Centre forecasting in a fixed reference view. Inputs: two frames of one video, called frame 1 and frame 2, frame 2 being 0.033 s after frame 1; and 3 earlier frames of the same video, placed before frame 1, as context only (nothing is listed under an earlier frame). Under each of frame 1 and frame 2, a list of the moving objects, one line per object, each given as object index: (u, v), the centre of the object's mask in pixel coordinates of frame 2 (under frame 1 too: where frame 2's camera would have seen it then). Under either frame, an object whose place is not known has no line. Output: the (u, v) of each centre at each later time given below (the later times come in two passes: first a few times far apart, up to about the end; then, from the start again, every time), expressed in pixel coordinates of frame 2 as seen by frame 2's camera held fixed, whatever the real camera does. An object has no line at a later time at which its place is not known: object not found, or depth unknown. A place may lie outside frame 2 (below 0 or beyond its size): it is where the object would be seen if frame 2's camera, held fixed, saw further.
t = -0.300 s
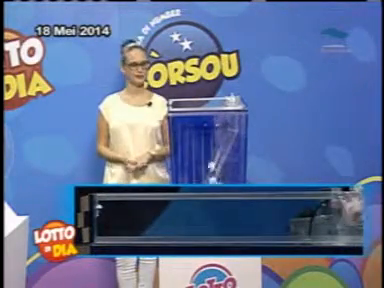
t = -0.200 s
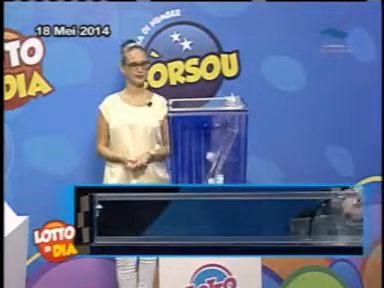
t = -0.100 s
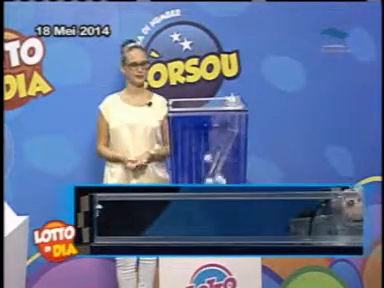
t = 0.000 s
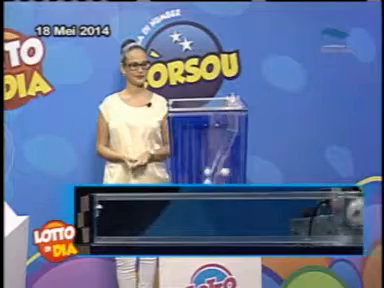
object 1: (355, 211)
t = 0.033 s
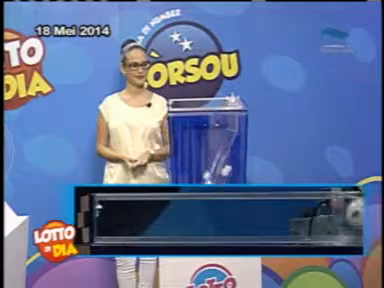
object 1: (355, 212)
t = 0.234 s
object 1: (349, 213)
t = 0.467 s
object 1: (252, 215)
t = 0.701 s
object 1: (159, 216)
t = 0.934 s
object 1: (113, 215)
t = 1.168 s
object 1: (110, 216)
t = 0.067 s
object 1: (353, 212)
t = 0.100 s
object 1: (352, 213)
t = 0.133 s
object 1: (352, 213)
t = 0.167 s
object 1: (351, 213)
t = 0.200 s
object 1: (350, 213)
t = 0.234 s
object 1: (349, 213)
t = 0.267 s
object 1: (346, 214)
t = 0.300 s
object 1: (344, 214)
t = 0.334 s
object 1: (337, 216)
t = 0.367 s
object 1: (328, 214)
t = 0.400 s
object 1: (307, 214)
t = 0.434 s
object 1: (284, 215)
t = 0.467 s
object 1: (252, 215)
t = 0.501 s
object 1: (212, 214)
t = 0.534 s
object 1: (172, 214)
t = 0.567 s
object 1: (129, 215)
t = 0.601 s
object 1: (121, 216)
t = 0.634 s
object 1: (139, 216)
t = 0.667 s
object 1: (153, 216)
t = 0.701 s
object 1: (159, 216)
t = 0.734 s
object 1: (158, 216)
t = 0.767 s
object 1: (154, 216)
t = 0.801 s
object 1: (146, 217)
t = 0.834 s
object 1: (136, 216)
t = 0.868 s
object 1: (126, 216)
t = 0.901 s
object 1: (115, 215)
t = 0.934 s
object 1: (113, 215)
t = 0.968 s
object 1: (117, 215)
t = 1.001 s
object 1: (121, 216)
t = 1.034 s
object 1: (121, 215)
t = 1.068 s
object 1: (118, 216)
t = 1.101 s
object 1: (113, 216)
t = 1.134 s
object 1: (110, 216)
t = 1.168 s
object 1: (110, 216)
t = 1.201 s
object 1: (111, 216)
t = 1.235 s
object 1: (111, 216)
